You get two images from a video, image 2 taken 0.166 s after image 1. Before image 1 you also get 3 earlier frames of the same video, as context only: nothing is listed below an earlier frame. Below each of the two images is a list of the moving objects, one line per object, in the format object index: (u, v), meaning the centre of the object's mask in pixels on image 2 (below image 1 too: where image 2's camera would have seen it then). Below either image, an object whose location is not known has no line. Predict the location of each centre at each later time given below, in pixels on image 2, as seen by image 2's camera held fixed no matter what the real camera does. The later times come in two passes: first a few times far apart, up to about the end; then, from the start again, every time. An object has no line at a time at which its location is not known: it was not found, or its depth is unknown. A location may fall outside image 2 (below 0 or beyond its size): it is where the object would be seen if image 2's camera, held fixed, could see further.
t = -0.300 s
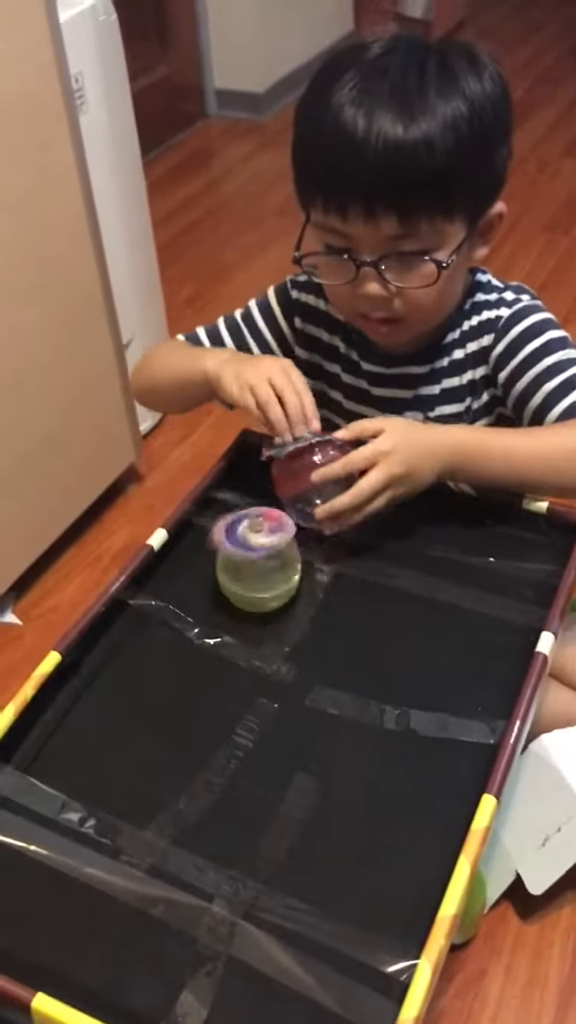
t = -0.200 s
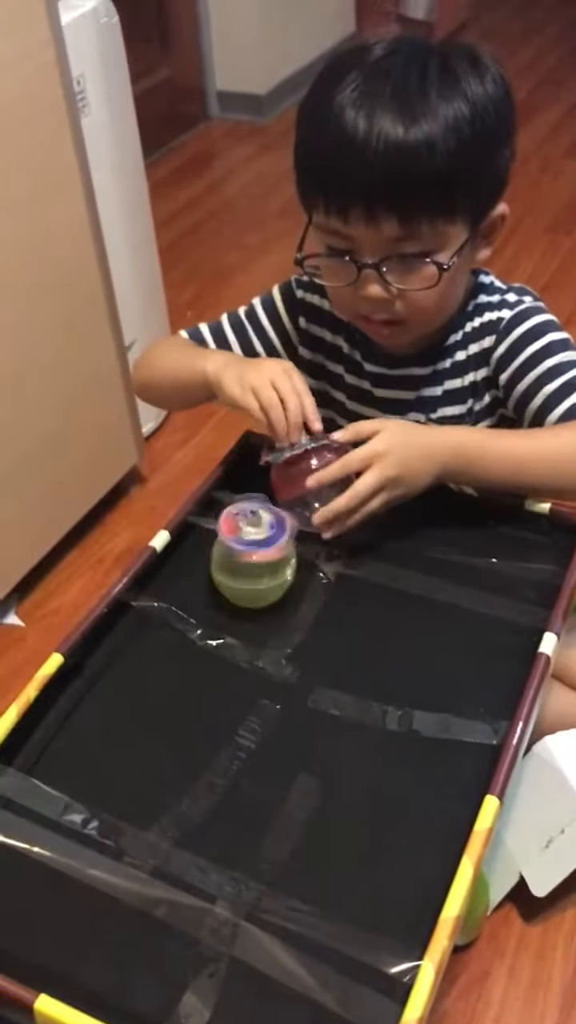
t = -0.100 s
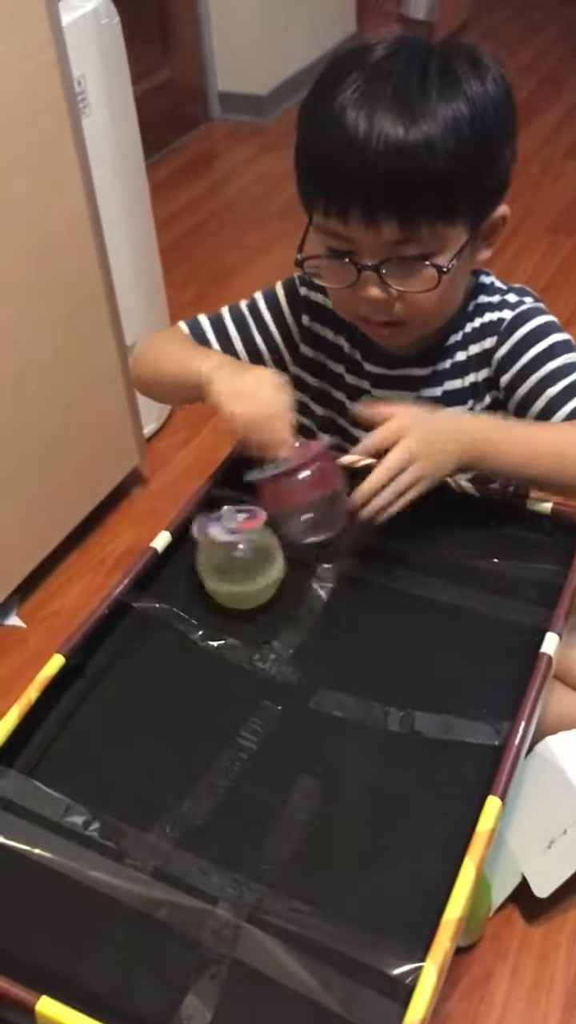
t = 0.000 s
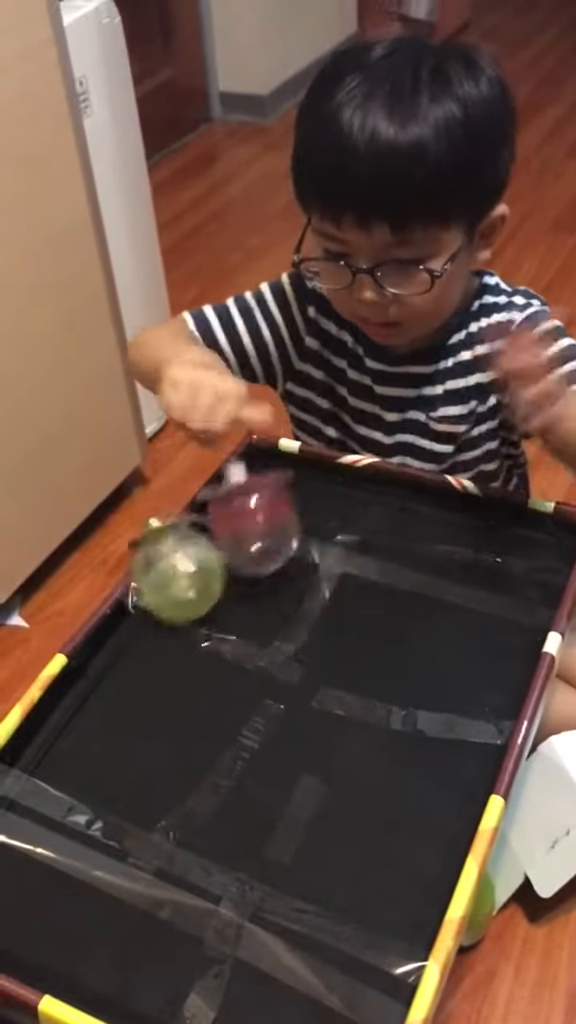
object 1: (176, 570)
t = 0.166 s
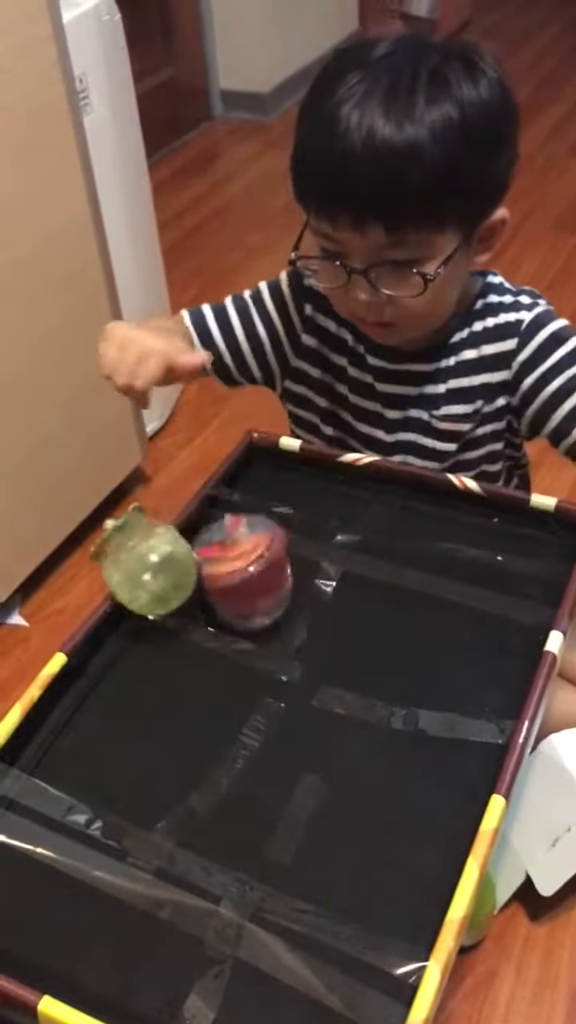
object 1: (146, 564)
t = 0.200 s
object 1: (144, 563)
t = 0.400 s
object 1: (193, 557)
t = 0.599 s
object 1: (232, 556)
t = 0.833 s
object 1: (243, 582)
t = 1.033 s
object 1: (269, 615)
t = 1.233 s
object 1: (286, 632)
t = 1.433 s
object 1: (294, 624)
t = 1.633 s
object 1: (317, 615)
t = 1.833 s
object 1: (317, 615)
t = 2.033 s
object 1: (303, 623)
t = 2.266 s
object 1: (300, 623)
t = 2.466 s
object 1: (313, 614)
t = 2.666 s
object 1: (324, 606)
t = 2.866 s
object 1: (318, 624)
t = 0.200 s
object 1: (144, 563)
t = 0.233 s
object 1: (147, 561)
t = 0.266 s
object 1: (152, 560)
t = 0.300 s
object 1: (159, 562)
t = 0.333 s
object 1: (167, 563)
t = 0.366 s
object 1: (180, 561)
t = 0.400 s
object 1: (193, 557)
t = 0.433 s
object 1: (205, 552)
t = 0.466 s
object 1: (216, 547)
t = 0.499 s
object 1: (226, 544)
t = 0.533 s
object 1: (229, 545)
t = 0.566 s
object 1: (230, 552)
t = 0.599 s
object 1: (232, 556)
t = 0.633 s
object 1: (233, 560)
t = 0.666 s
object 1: (234, 563)
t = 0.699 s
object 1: (235, 567)
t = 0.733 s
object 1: (237, 570)
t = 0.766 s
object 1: (238, 574)
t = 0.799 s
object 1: (241, 578)
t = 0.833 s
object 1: (243, 582)
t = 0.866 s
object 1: (245, 587)
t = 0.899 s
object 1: (248, 592)
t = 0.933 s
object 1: (252, 597)
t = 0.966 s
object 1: (258, 603)
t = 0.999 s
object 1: (264, 610)
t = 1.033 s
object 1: (269, 615)
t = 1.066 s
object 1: (273, 620)
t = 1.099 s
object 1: (278, 626)
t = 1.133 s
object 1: (283, 631)
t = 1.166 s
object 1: (288, 636)
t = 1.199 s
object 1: (288, 635)
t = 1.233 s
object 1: (286, 632)
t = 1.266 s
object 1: (285, 629)
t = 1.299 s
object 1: (284, 625)
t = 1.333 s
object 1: (284, 624)
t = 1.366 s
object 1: (286, 623)
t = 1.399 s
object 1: (290, 623)
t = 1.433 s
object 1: (294, 624)
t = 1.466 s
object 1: (300, 624)
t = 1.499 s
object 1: (304, 624)
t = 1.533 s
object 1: (308, 623)
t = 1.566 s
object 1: (312, 619)
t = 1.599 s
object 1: (315, 617)
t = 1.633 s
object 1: (317, 615)
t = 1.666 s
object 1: (319, 614)
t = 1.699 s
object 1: (320, 613)
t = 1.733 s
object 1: (320, 613)
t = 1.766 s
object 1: (320, 613)
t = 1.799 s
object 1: (319, 614)
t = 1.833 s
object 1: (317, 615)
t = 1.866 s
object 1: (315, 616)
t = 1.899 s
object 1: (313, 618)
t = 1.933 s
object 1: (310, 620)
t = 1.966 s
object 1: (308, 621)
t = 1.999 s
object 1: (305, 623)
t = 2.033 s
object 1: (303, 623)
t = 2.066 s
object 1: (302, 623)
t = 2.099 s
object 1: (301, 623)
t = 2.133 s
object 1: (300, 623)
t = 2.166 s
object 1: (300, 624)
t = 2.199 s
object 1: (299, 624)
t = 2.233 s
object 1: (299, 624)
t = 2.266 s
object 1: (300, 623)
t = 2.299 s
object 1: (301, 623)
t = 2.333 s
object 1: (303, 621)
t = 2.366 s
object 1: (306, 619)
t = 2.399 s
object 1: (308, 617)
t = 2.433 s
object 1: (310, 616)
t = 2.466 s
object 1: (313, 614)
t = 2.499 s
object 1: (314, 612)
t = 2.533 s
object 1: (316, 611)
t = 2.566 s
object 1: (318, 609)
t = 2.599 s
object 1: (320, 607)
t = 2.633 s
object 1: (322, 606)
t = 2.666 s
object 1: (324, 606)
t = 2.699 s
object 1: (326, 609)
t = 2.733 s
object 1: (326, 610)
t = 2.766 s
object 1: (326, 614)
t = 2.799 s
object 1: (324, 618)
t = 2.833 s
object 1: (321, 621)
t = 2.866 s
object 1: (318, 624)
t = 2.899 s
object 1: (314, 626)
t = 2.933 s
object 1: (310, 629)
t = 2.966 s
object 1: (307, 632)
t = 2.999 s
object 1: (303, 636)
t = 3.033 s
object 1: (298, 640)
